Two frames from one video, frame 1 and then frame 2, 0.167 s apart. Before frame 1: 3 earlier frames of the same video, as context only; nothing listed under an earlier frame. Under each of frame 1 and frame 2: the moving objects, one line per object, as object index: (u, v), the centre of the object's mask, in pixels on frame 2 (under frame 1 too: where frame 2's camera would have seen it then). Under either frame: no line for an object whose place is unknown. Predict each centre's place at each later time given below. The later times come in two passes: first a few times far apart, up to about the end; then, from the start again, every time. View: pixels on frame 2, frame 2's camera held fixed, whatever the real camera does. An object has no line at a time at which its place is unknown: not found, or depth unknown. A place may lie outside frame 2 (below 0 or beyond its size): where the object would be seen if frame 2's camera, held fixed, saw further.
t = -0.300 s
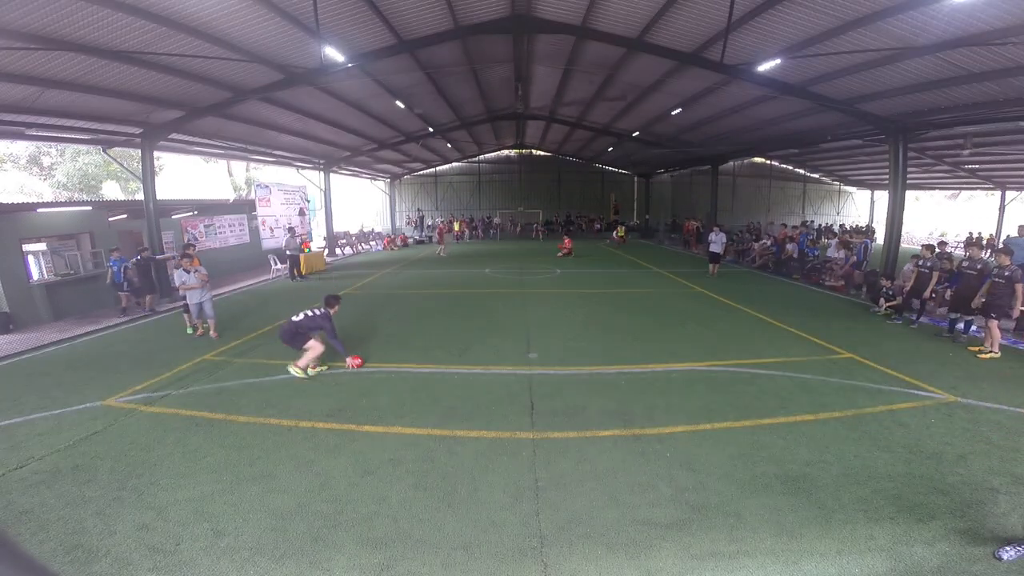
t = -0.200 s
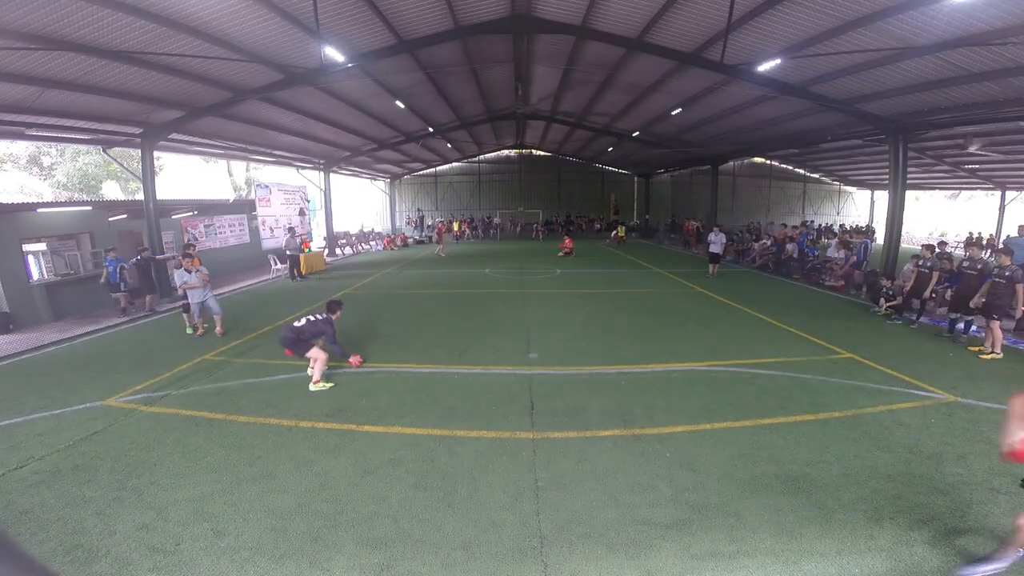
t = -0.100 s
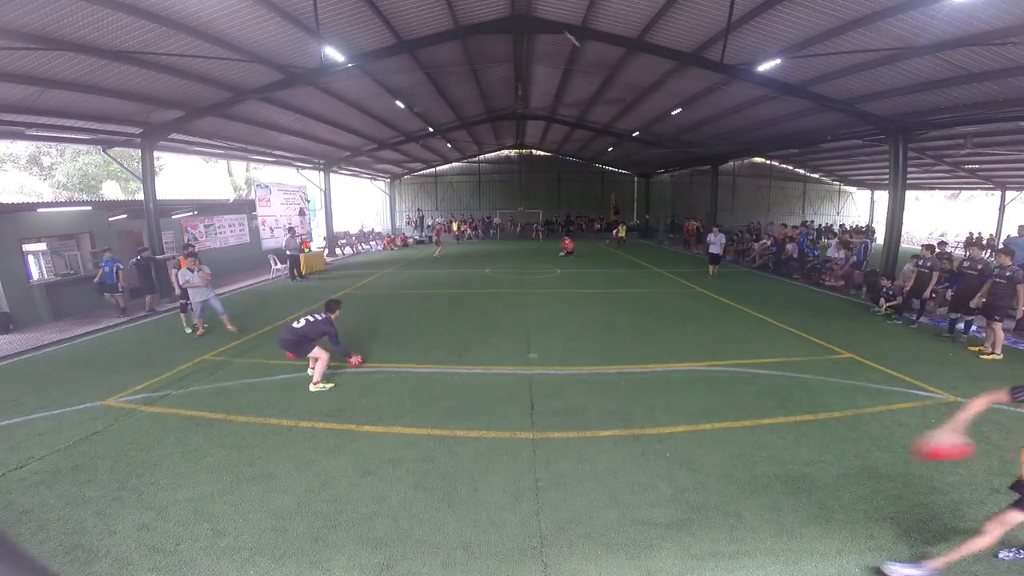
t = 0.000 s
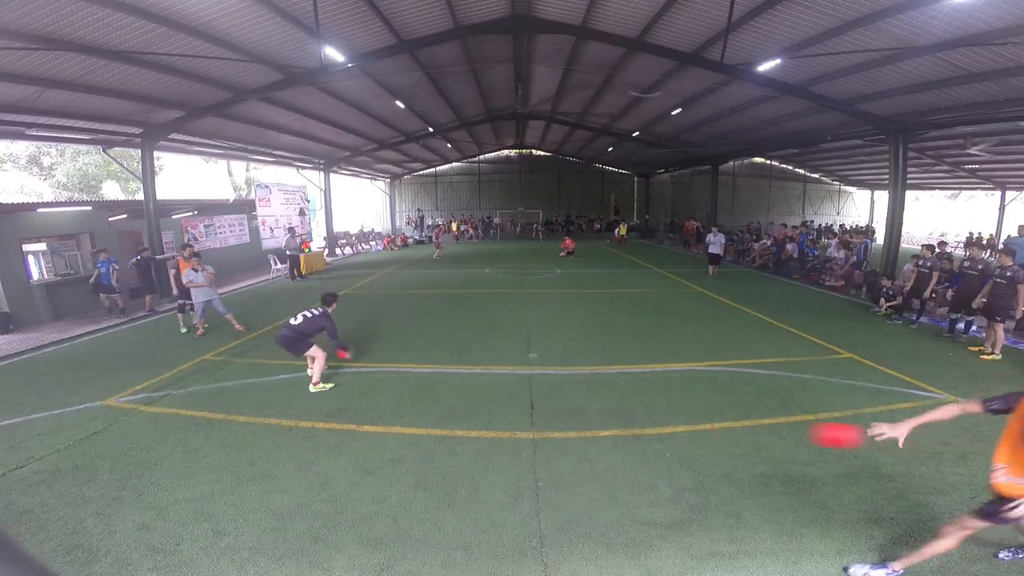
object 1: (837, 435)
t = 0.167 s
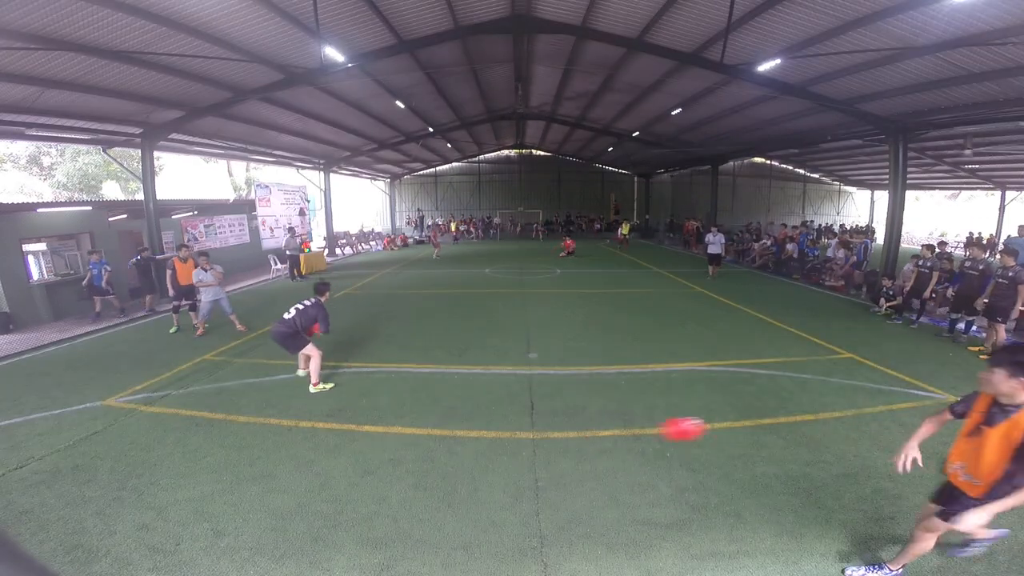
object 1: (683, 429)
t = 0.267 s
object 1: (608, 436)
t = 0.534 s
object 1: (509, 416)
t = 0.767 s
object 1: (463, 395)
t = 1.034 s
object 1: (422, 396)
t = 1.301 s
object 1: (390, 387)
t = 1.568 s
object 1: (360, 377)
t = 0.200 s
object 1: (656, 431)
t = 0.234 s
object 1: (631, 433)
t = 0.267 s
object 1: (608, 436)
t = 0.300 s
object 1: (586, 440)
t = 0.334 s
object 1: (567, 445)
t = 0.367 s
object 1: (550, 449)
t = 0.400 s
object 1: (538, 449)
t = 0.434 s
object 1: (531, 440)
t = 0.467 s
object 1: (523, 430)
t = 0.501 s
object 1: (516, 422)
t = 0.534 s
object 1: (509, 416)
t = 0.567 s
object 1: (502, 410)
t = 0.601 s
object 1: (495, 405)
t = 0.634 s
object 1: (488, 400)
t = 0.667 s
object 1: (482, 398)
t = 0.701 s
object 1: (475, 396)
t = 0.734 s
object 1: (469, 395)
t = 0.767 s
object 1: (463, 395)
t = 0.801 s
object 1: (458, 397)
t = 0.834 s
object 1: (452, 398)
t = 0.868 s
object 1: (447, 402)
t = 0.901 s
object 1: (442, 406)
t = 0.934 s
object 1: (438, 409)
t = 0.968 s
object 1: (432, 408)
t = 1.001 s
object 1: (427, 402)
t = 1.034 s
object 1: (422, 396)
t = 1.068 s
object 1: (417, 393)
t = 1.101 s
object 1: (412, 389)
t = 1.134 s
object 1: (408, 386)
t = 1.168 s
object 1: (404, 385)
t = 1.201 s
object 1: (400, 385)
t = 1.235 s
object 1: (396, 384)
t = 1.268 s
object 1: (393, 386)
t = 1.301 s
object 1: (390, 387)
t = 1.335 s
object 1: (385, 389)
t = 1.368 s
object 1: (381, 386)
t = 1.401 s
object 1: (377, 382)
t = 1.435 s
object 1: (374, 380)
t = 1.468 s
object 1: (370, 378)
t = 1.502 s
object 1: (367, 378)
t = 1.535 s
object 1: (363, 377)
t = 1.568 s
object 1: (360, 377)
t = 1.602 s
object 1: (357, 378)
